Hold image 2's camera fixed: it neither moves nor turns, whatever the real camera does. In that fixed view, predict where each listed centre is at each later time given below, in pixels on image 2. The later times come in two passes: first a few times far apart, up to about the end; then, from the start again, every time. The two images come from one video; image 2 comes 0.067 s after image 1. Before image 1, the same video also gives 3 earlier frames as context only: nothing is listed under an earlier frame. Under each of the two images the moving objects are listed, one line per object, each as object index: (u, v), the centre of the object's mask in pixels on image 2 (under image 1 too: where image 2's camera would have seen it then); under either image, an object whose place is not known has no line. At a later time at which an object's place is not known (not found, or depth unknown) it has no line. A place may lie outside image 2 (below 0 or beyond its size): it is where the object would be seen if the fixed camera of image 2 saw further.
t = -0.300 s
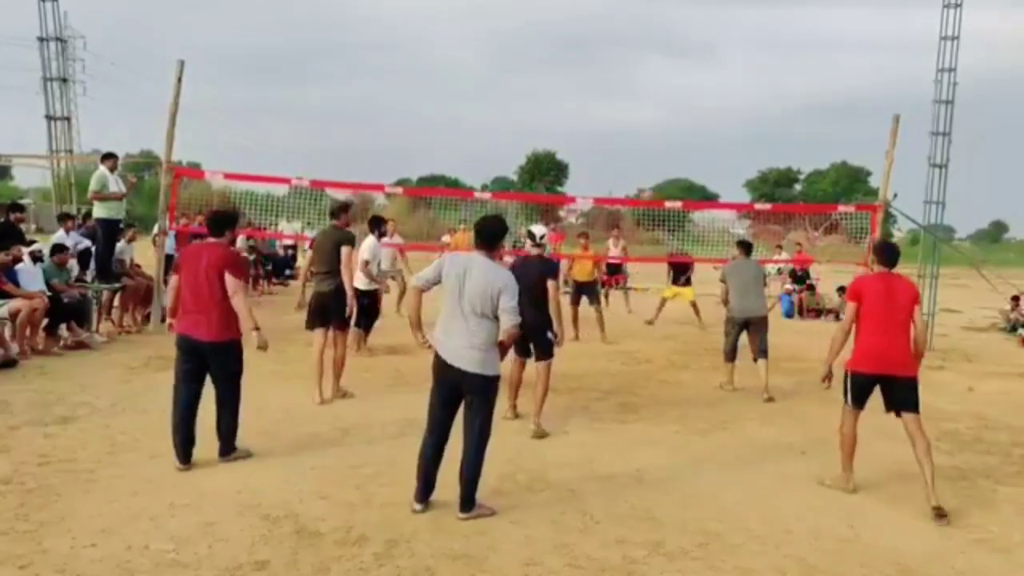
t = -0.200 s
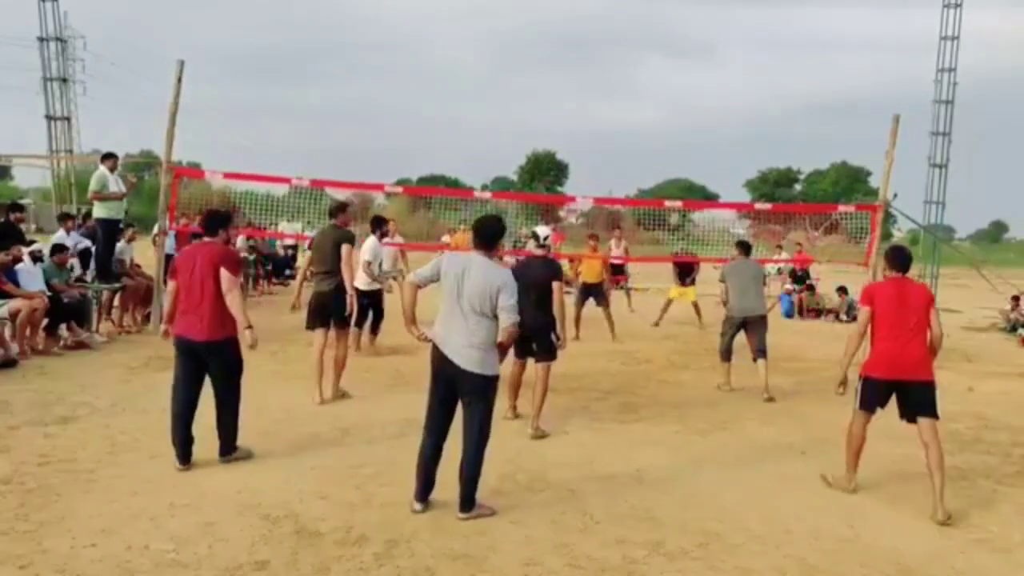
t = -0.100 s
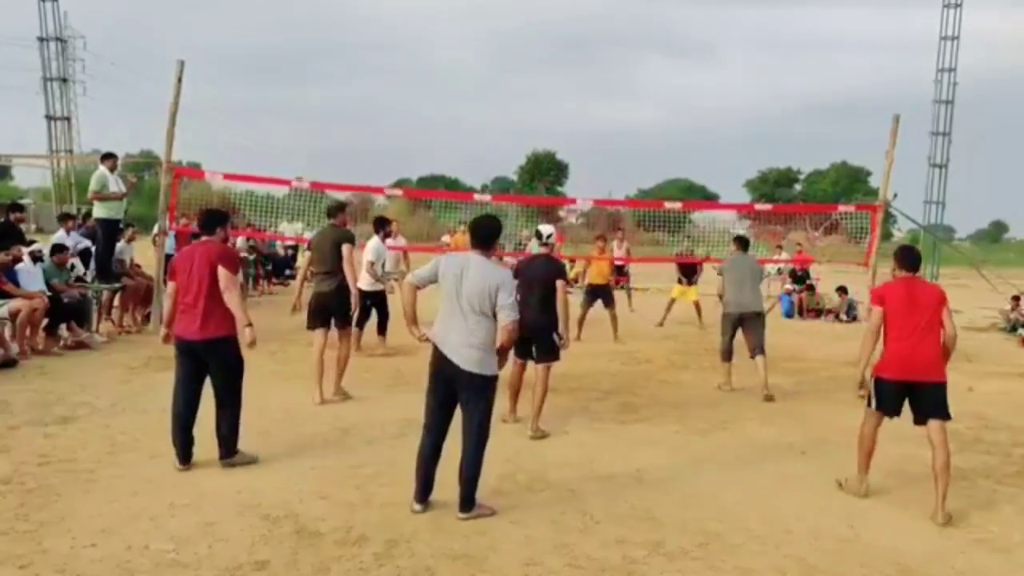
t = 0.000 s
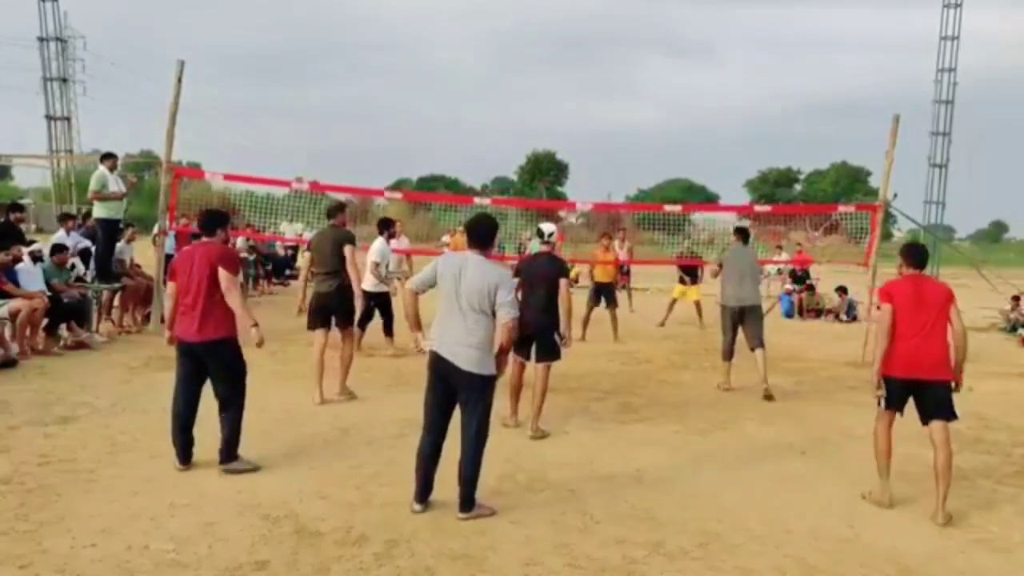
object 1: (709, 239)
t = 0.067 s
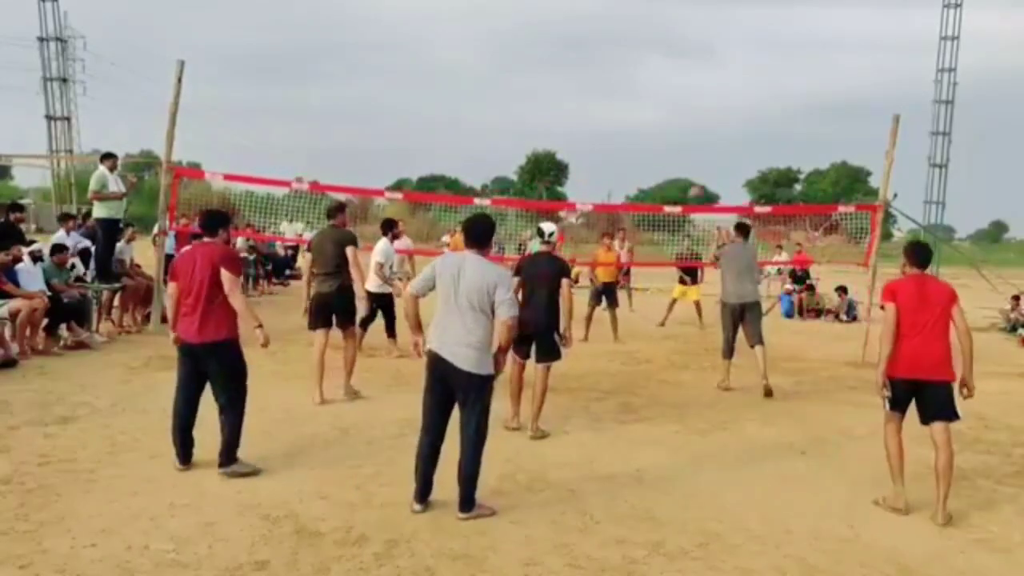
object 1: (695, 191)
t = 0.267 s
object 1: (663, 91)
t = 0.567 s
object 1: (624, 15)
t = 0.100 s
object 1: (690, 173)
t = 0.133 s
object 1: (684, 154)
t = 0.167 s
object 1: (679, 137)
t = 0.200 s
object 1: (673, 121)
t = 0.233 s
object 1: (669, 105)
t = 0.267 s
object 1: (663, 91)
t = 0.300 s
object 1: (659, 78)
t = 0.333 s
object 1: (654, 68)
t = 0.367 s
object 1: (649, 57)
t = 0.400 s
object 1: (645, 47)
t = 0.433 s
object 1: (640, 39)
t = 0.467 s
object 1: (636, 31)
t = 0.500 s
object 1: (632, 25)
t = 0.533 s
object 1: (628, 19)
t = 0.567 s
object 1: (624, 15)
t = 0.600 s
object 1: (620, 11)
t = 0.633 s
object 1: (616, 8)
